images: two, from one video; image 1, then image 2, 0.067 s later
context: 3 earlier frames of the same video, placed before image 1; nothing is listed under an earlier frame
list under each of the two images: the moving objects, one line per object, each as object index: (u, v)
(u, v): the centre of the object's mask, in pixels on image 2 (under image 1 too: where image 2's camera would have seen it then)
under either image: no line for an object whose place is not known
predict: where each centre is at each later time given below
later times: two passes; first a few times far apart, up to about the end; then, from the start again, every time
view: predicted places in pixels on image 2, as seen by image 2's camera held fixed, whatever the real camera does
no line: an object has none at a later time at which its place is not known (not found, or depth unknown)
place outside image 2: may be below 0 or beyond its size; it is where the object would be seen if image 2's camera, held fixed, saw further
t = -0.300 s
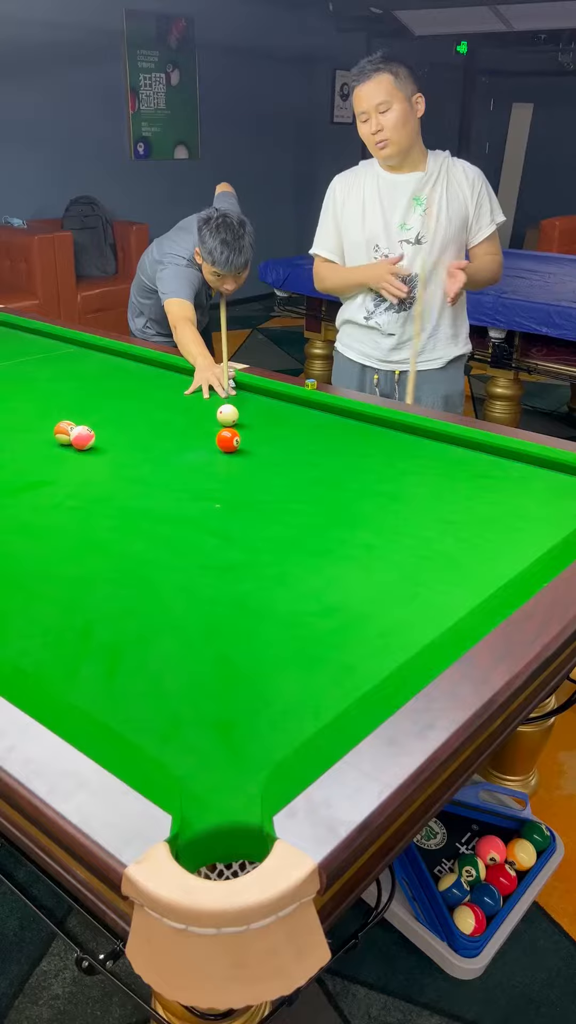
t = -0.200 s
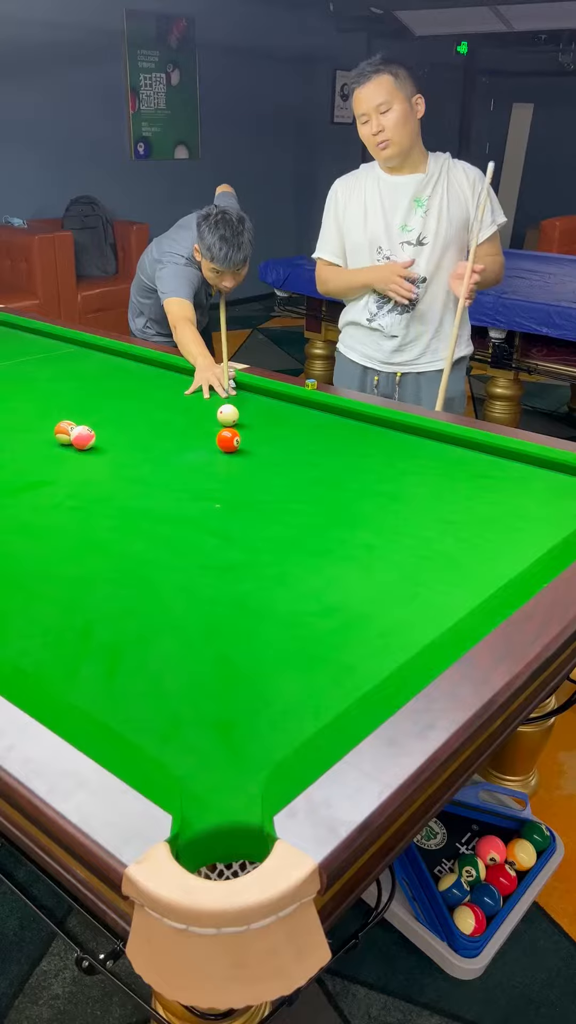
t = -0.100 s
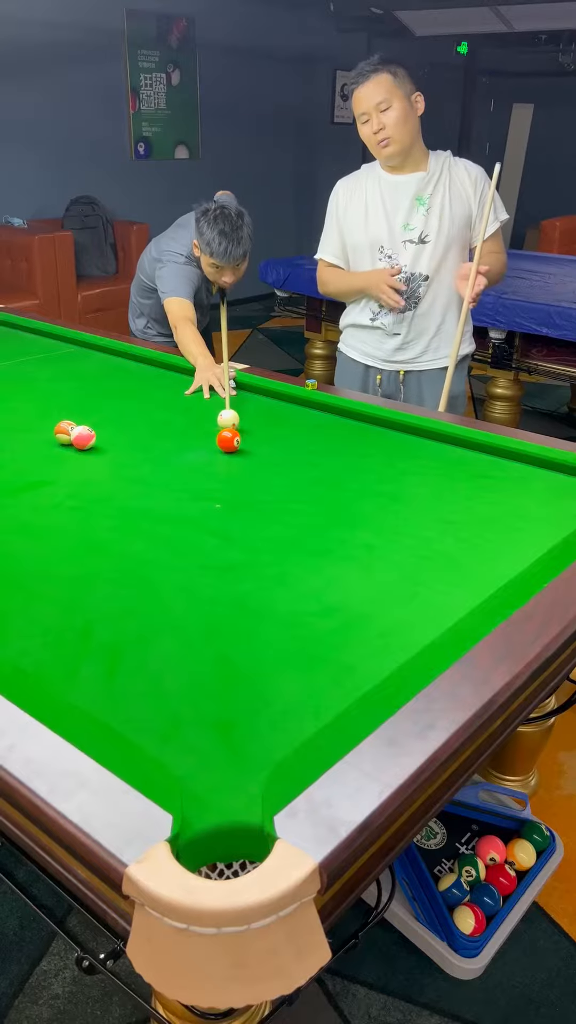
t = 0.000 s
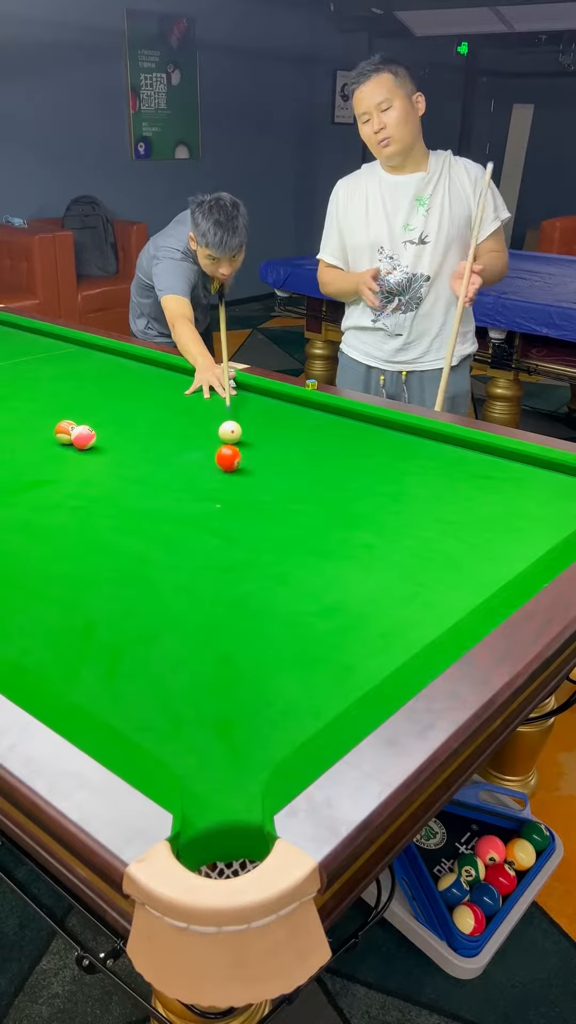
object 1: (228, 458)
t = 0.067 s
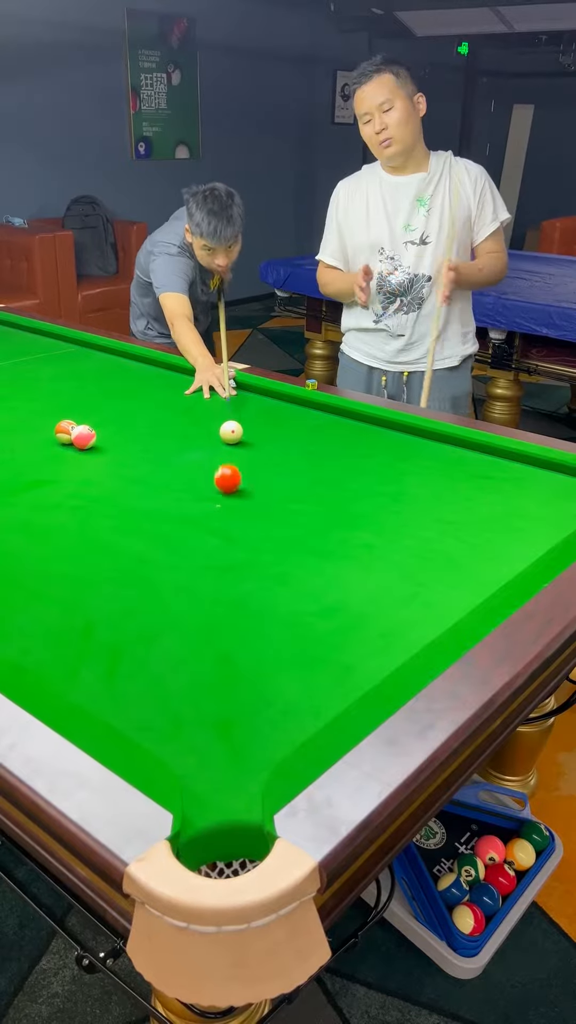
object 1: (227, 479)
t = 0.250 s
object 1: (225, 539)
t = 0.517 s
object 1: (220, 668)
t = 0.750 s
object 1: (214, 864)
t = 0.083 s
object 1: (227, 484)
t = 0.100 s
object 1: (227, 489)
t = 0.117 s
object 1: (227, 494)
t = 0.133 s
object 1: (227, 500)
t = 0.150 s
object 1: (227, 505)
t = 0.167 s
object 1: (226, 510)
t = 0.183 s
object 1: (226, 516)
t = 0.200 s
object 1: (226, 521)
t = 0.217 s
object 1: (226, 527)
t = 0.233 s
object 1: (226, 533)
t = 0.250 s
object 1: (225, 539)
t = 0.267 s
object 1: (225, 545)
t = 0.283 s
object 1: (225, 552)
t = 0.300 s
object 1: (224, 558)
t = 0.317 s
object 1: (224, 565)
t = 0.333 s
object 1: (224, 572)
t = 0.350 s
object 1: (224, 579)
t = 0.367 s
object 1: (223, 587)
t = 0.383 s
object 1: (223, 595)
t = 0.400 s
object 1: (223, 603)
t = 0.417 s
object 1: (222, 611)
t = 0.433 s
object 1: (222, 620)
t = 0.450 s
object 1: (222, 628)
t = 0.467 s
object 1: (221, 638)
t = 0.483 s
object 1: (221, 647)
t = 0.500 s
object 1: (220, 657)
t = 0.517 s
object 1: (220, 668)
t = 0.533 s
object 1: (219, 679)
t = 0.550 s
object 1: (219, 690)
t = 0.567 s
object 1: (219, 701)
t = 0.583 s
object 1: (218, 713)
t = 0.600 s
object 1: (217, 726)
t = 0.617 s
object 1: (217, 739)
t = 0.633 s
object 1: (216, 753)
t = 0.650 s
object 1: (215, 767)
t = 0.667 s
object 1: (215, 782)
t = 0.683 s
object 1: (214, 798)
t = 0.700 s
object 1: (214, 816)
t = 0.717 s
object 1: (213, 835)
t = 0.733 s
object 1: (213, 852)
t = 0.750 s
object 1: (214, 864)
